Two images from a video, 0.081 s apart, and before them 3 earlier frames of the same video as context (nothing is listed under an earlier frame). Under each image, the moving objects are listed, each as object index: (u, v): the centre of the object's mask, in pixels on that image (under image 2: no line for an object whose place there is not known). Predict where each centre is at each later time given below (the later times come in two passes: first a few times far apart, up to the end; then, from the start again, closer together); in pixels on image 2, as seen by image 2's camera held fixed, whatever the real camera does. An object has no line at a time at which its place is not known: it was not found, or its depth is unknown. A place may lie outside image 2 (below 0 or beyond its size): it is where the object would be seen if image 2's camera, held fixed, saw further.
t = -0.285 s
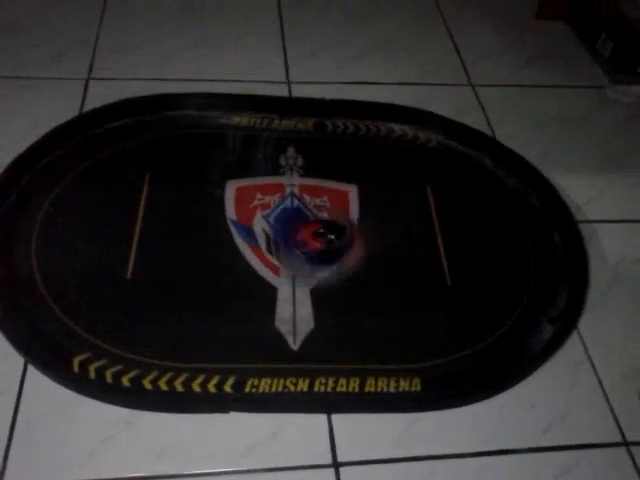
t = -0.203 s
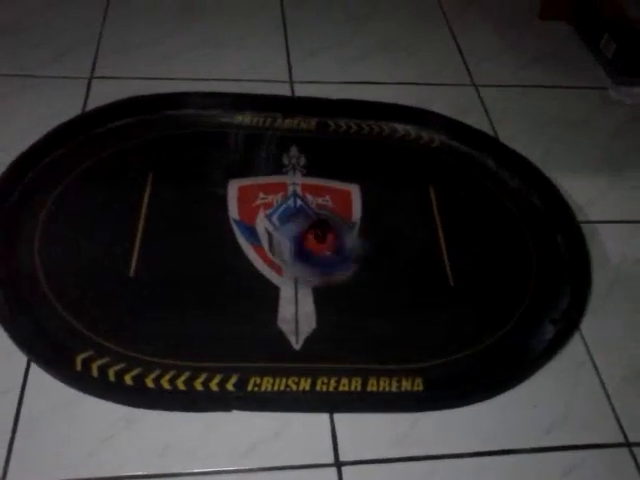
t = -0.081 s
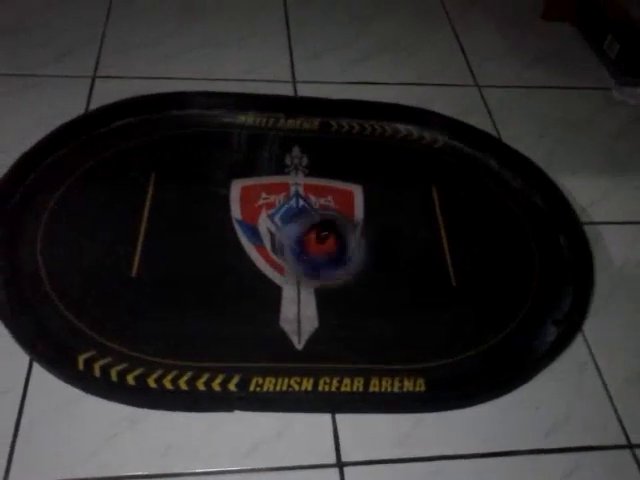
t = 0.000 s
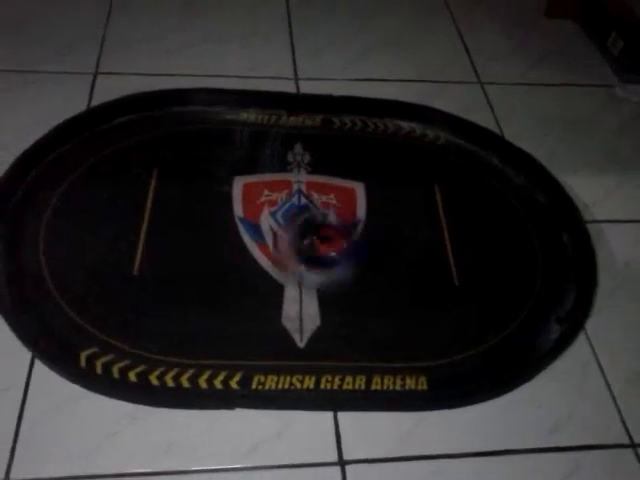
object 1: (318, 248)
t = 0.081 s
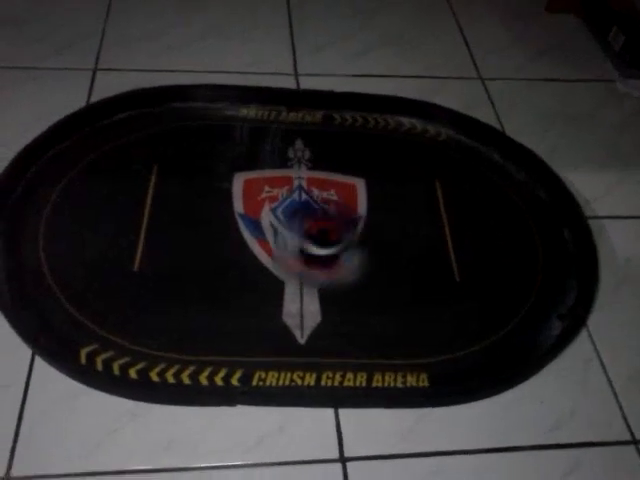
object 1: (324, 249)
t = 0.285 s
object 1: (324, 261)
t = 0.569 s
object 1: (309, 257)
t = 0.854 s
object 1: (309, 250)
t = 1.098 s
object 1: (301, 249)
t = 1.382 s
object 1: (298, 247)
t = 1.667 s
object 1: (293, 237)
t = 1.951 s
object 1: (288, 237)
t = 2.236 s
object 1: (272, 240)
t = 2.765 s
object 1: (284, 230)
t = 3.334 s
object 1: (276, 215)
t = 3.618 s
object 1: (275, 212)
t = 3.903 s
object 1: (276, 214)
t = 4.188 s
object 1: (278, 224)
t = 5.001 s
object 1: (265, 232)
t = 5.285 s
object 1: (256, 243)
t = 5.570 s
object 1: (264, 250)
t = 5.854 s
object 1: (288, 254)
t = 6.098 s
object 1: (304, 264)
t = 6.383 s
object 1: (327, 263)
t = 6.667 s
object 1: (326, 264)
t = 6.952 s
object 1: (340, 271)
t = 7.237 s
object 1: (356, 274)
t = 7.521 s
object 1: (363, 278)
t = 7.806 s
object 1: (377, 278)
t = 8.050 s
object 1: (393, 268)
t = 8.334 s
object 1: (408, 260)
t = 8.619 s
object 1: (418, 257)
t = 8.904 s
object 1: (431, 255)
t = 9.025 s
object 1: (424, 250)
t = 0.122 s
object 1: (318, 247)
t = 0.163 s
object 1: (325, 253)
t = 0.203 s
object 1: (318, 251)
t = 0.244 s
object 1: (320, 252)
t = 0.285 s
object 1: (324, 261)
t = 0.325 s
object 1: (313, 255)
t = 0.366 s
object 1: (312, 258)
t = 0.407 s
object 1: (310, 256)
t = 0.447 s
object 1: (310, 256)
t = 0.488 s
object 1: (310, 261)
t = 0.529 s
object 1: (304, 253)
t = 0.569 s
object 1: (309, 257)
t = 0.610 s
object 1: (311, 265)
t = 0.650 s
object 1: (310, 257)
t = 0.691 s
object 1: (311, 256)
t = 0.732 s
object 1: (301, 257)
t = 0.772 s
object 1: (303, 256)
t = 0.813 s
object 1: (304, 260)
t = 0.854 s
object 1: (309, 250)
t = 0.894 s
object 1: (304, 253)
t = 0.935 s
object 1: (300, 254)
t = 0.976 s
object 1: (302, 249)
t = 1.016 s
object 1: (301, 242)
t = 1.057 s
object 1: (298, 248)
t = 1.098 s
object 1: (301, 249)
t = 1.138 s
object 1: (304, 242)
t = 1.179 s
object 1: (305, 247)
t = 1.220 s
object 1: (304, 251)
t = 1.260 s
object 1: (300, 247)
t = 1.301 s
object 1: (303, 248)
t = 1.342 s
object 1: (301, 242)
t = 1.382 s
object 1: (298, 247)
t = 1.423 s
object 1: (295, 238)
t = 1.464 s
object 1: (297, 239)
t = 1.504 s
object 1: (296, 238)
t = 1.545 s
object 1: (294, 237)
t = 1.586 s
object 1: (297, 238)
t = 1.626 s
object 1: (294, 238)
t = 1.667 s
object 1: (293, 237)
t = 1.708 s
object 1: (289, 244)
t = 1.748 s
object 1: (291, 238)
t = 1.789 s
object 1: (289, 237)
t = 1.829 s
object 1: (283, 244)
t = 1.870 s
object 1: (285, 234)
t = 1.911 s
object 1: (276, 241)
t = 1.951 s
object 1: (288, 237)
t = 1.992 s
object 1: (287, 235)
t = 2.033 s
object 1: (281, 243)
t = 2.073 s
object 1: (276, 240)
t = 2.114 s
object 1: (284, 237)
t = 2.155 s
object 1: (272, 246)
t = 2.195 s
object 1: (272, 244)
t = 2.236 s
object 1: (272, 240)
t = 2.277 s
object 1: (282, 233)
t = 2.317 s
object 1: (276, 240)
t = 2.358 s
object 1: (276, 239)
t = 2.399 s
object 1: (285, 231)
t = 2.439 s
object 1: (284, 233)
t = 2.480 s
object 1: (284, 232)
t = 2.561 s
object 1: (285, 235)
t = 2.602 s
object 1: (284, 232)
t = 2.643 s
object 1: (286, 232)
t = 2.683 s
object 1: (277, 239)
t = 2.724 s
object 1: (282, 231)
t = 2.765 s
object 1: (284, 230)
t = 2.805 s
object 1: (282, 230)
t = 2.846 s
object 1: (281, 229)
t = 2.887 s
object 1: (283, 228)
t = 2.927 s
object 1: (277, 228)
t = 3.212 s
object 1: (275, 218)
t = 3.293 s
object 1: (272, 213)
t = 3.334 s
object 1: (276, 215)
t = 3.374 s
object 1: (271, 214)
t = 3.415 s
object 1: (273, 212)
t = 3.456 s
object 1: (274, 213)
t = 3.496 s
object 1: (274, 216)
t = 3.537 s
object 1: (275, 210)
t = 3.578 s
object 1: (275, 211)
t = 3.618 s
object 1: (275, 212)
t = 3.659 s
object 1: (279, 214)
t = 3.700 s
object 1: (278, 212)
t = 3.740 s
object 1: (275, 211)
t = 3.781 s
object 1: (277, 215)
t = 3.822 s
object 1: (274, 216)
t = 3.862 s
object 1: (276, 212)
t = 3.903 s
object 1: (276, 214)
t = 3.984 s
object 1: (277, 215)
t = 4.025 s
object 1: (277, 216)
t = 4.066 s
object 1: (278, 221)
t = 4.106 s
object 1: (280, 220)
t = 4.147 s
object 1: (280, 222)
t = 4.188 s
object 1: (278, 224)
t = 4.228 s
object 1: (276, 227)
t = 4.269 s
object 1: (272, 227)
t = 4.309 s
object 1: (273, 228)
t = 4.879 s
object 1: (260, 230)
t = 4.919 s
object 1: (260, 228)
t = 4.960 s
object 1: (254, 233)
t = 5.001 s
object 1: (265, 232)
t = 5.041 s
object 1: (264, 229)
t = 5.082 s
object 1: (259, 239)
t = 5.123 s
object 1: (264, 238)
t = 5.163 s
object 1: (259, 240)
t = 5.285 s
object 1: (256, 243)
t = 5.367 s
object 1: (267, 237)
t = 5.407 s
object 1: (263, 235)
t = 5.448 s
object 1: (259, 242)
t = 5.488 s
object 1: (270, 241)
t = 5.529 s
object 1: (267, 248)
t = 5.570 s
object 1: (264, 250)
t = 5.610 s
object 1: (270, 249)
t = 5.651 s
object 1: (271, 250)
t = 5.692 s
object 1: (272, 250)
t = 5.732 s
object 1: (267, 252)
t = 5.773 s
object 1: (278, 259)
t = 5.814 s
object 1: (284, 251)
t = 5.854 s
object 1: (288, 254)
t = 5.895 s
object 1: (294, 264)
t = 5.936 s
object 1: (296, 257)
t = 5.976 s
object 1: (298, 259)
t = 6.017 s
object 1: (307, 266)
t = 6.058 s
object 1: (301, 262)
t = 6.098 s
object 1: (304, 264)
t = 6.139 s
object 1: (312, 266)
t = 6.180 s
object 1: (306, 262)
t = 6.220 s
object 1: (307, 262)
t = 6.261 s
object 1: (318, 267)
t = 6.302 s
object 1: (317, 258)
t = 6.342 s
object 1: (317, 260)
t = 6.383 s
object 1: (327, 263)
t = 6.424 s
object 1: (325, 262)
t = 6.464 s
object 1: (322, 264)
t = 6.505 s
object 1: (329, 269)
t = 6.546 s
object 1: (324, 265)
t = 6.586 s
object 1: (320, 267)
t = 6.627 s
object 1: (329, 271)
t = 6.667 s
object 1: (326, 264)
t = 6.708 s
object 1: (325, 268)
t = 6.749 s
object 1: (333, 273)
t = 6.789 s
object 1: (334, 267)
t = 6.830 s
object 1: (332, 267)
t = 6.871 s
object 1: (339, 273)
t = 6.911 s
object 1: (345, 269)
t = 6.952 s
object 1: (340, 271)
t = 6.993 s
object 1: (345, 277)
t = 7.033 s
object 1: (349, 270)
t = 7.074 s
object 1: (352, 276)
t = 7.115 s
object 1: (343, 276)
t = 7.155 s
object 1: (351, 273)
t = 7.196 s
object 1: (357, 276)
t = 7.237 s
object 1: (356, 274)
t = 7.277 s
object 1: (358, 275)
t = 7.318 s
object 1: (359, 276)
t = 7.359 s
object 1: (362, 274)
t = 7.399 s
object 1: (364, 275)
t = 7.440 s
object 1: (362, 275)
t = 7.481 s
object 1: (368, 276)
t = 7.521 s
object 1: (363, 278)
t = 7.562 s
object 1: (367, 273)
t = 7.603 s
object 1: (371, 281)
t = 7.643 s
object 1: (371, 275)
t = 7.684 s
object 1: (375, 276)
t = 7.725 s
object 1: (370, 277)
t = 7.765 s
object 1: (376, 275)
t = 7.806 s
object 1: (377, 278)
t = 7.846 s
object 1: (384, 273)
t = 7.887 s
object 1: (385, 273)
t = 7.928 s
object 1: (386, 271)
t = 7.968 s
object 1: (390, 270)
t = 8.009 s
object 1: (385, 271)
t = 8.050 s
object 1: (393, 268)
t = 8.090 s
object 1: (392, 267)
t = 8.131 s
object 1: (398, 262)
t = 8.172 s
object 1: (401, 267)
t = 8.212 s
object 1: (396, 261)
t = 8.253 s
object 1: (402, 260)
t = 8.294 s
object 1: (401, 265)
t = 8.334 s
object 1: (408, 260)
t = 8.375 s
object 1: (410, 265)
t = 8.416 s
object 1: (410, 256)
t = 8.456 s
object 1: (418, 263)
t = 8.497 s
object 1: (415, 259)
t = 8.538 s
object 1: (421, 257)
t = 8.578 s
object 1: (420, 263)
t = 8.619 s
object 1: (418, 257)
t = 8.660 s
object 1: (428, 262)
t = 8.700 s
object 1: (419, 255)
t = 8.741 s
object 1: (425, 252)
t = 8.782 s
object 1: (428, 257)
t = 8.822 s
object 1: (427, 251)
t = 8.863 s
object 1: (432, 251)
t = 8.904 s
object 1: (431, 255)
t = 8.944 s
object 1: (432, 251)
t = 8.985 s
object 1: (435, 257)
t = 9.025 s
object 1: (424, 250)
